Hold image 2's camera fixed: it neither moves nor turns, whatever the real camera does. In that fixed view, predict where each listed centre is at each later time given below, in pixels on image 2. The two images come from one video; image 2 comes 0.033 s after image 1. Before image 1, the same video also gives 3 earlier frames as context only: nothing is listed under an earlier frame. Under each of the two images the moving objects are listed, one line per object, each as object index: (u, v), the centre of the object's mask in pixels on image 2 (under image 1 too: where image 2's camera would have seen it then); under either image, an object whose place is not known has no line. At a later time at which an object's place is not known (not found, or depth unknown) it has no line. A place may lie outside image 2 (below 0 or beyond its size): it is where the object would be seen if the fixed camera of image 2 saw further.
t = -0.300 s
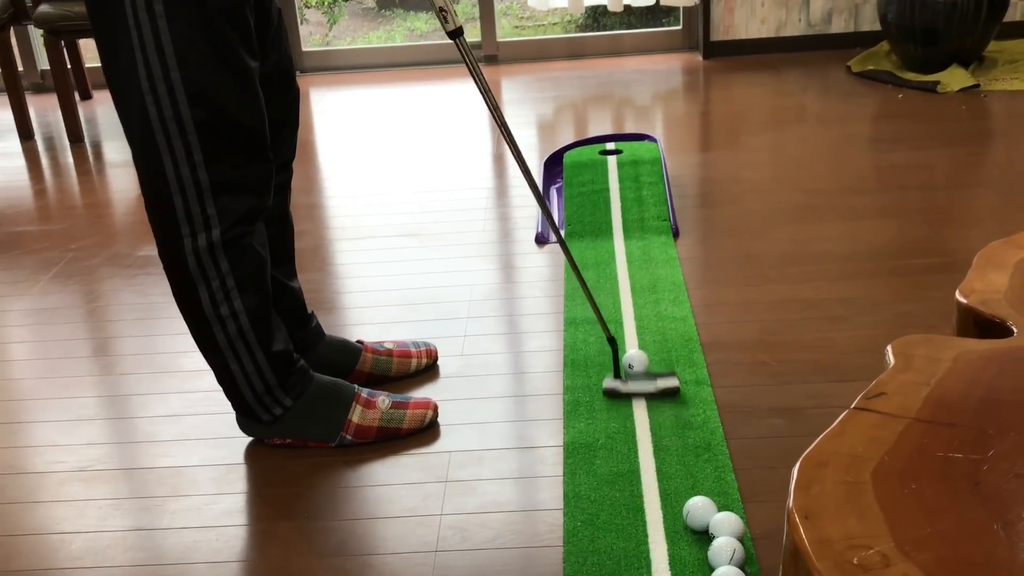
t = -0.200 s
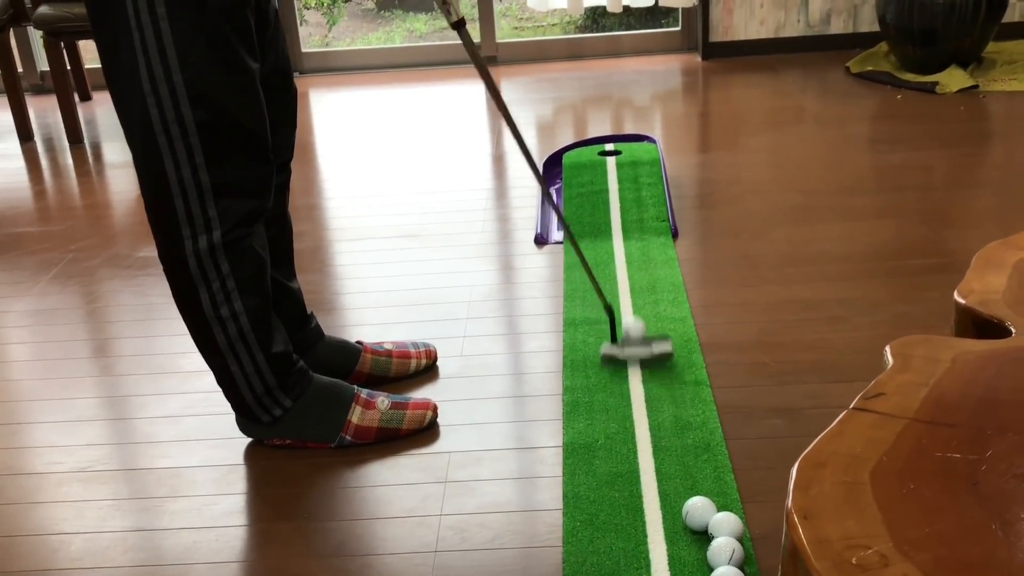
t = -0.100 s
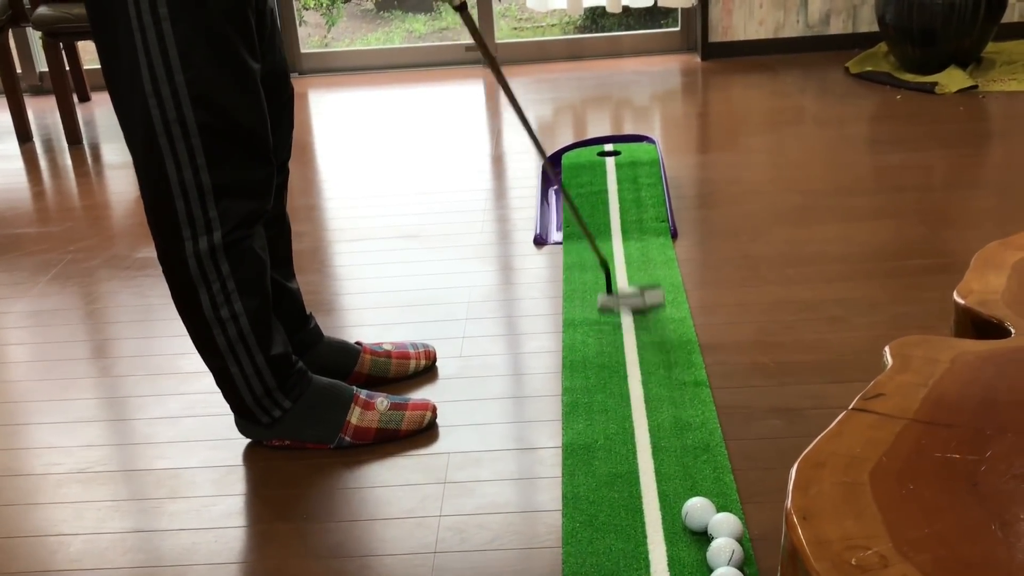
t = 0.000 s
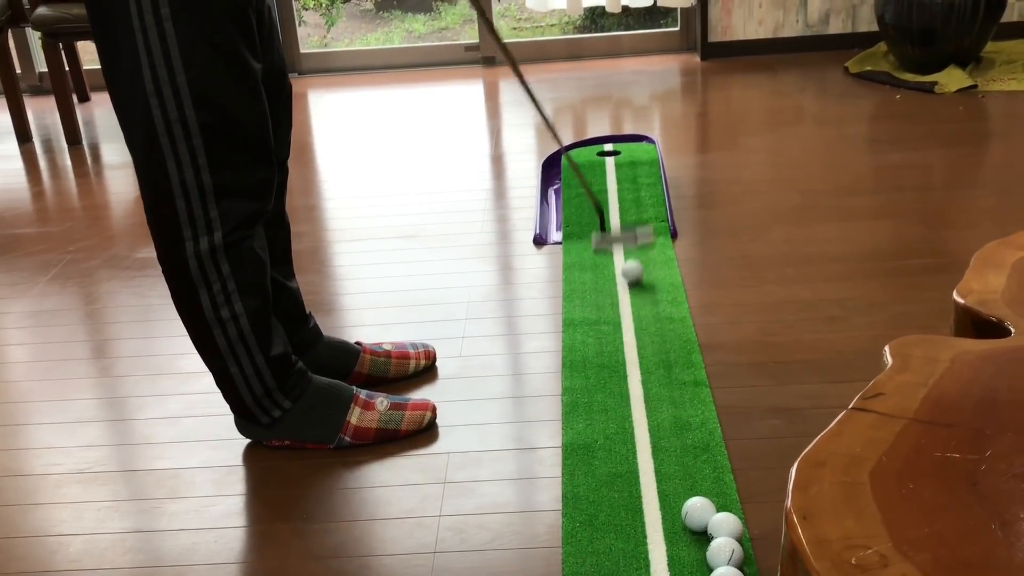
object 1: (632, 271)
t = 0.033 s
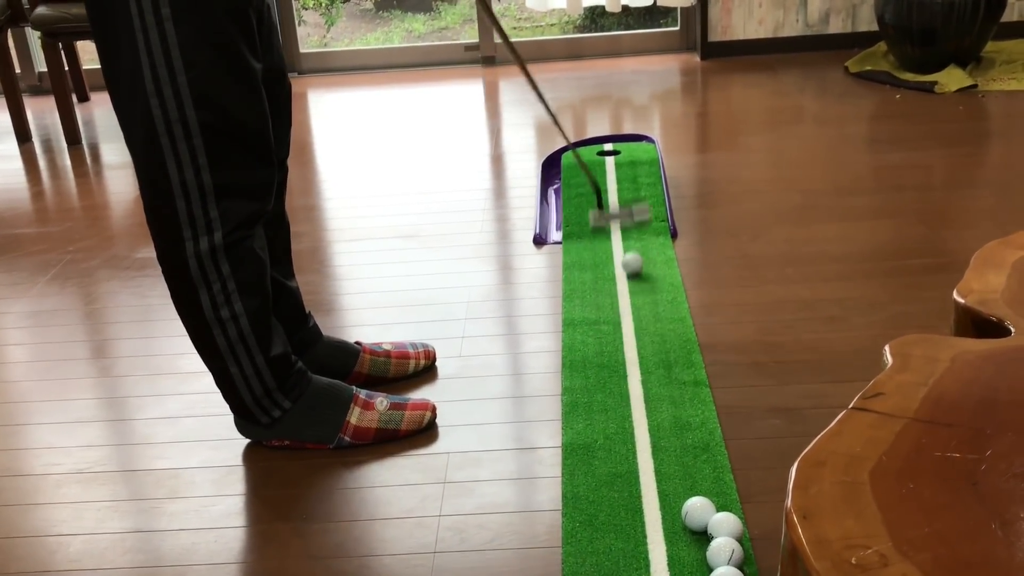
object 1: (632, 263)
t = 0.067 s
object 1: (632, 256)
